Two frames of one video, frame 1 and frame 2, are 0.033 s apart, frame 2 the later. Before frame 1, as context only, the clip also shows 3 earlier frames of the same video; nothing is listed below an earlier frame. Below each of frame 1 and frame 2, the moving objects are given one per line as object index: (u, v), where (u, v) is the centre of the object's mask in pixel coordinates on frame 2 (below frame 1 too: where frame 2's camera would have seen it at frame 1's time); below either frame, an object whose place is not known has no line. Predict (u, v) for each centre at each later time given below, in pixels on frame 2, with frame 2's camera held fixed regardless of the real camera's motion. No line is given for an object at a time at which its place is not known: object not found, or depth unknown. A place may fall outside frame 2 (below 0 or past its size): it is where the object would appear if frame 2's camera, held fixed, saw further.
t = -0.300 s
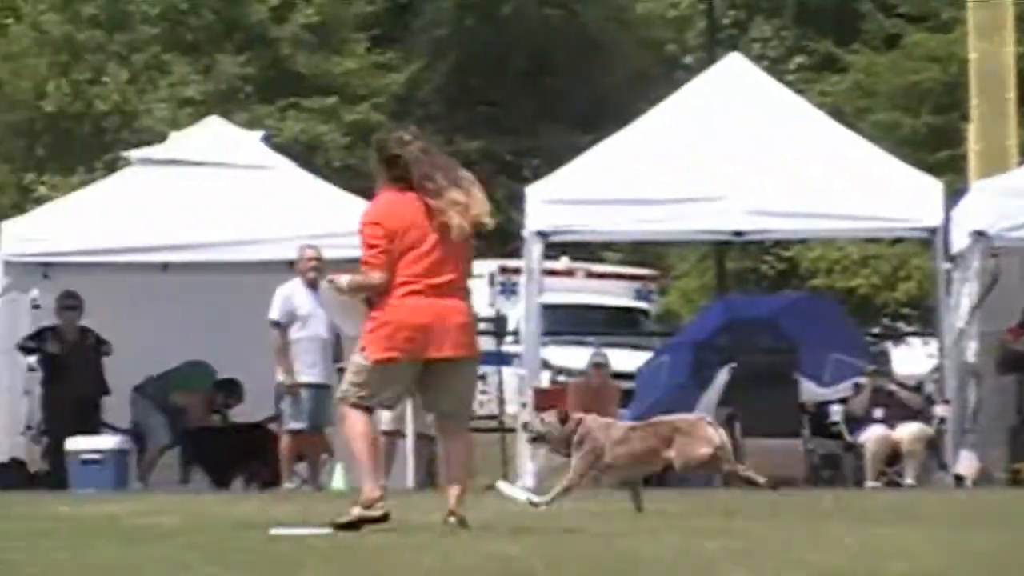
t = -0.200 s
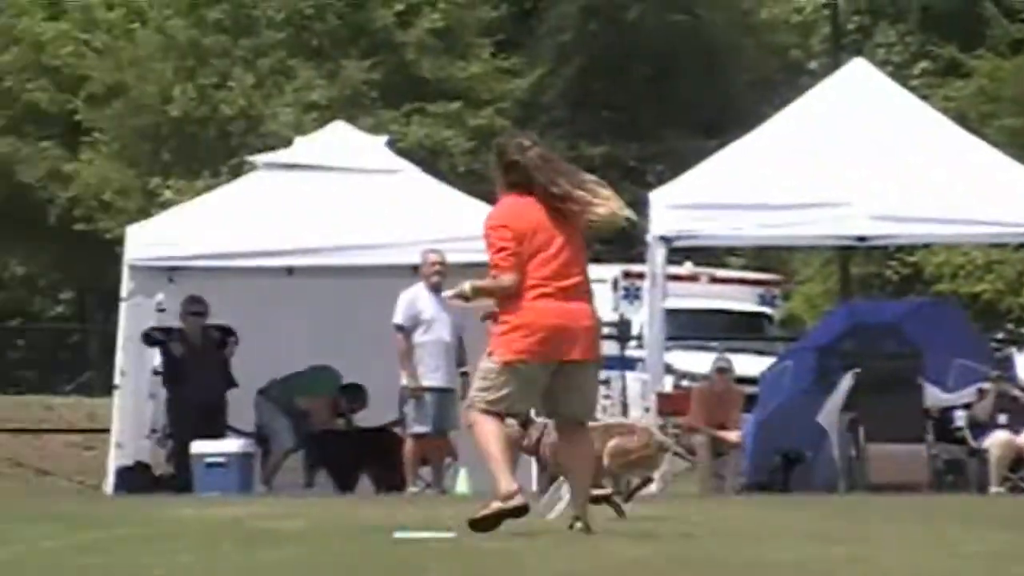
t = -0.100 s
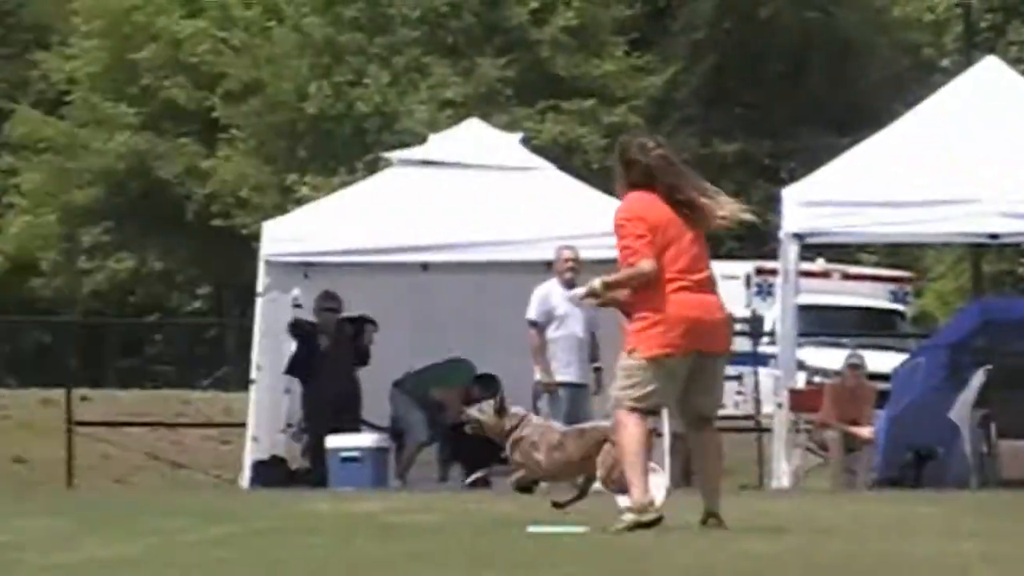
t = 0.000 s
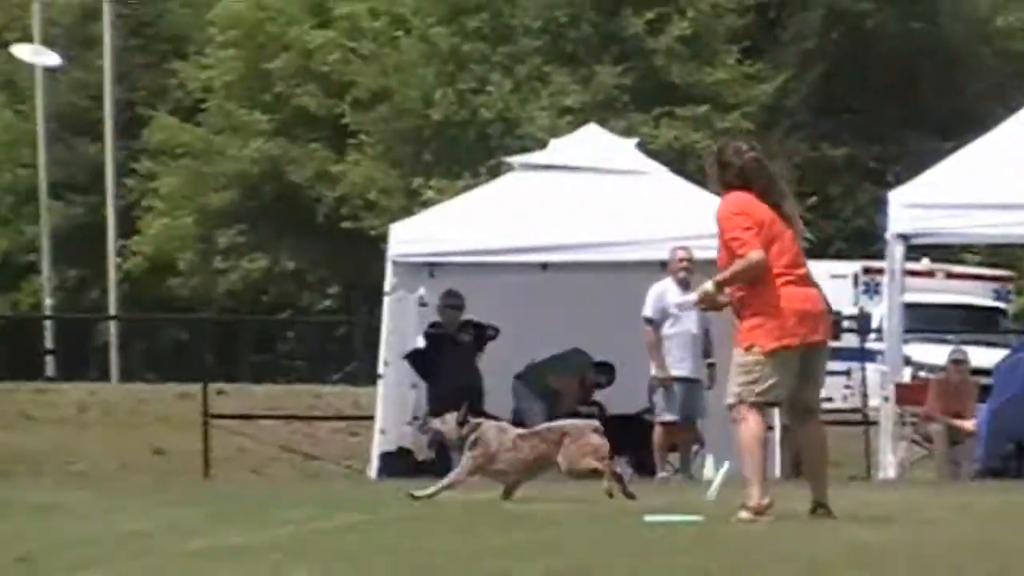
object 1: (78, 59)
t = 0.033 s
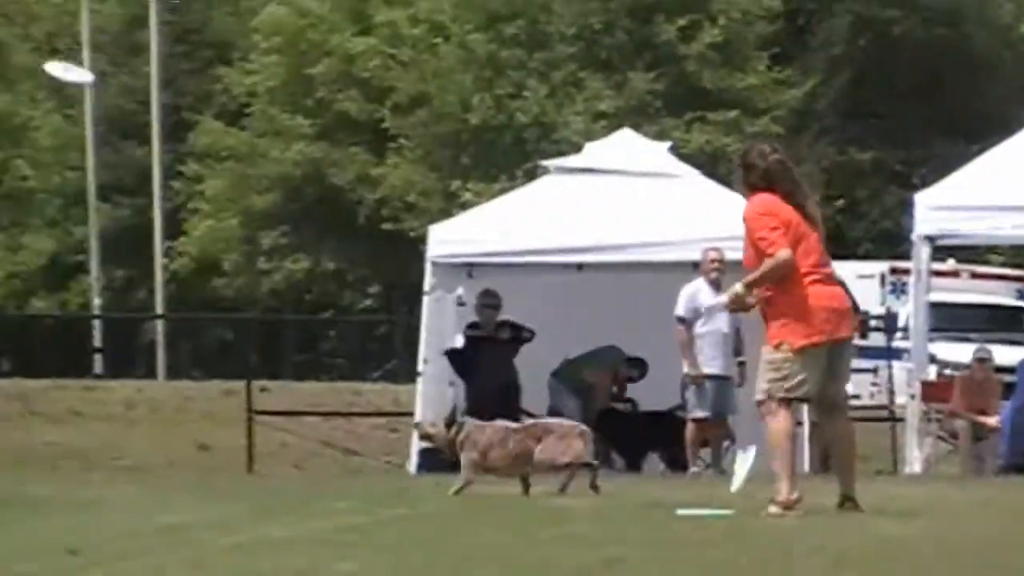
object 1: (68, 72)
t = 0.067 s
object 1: (59, 86)
